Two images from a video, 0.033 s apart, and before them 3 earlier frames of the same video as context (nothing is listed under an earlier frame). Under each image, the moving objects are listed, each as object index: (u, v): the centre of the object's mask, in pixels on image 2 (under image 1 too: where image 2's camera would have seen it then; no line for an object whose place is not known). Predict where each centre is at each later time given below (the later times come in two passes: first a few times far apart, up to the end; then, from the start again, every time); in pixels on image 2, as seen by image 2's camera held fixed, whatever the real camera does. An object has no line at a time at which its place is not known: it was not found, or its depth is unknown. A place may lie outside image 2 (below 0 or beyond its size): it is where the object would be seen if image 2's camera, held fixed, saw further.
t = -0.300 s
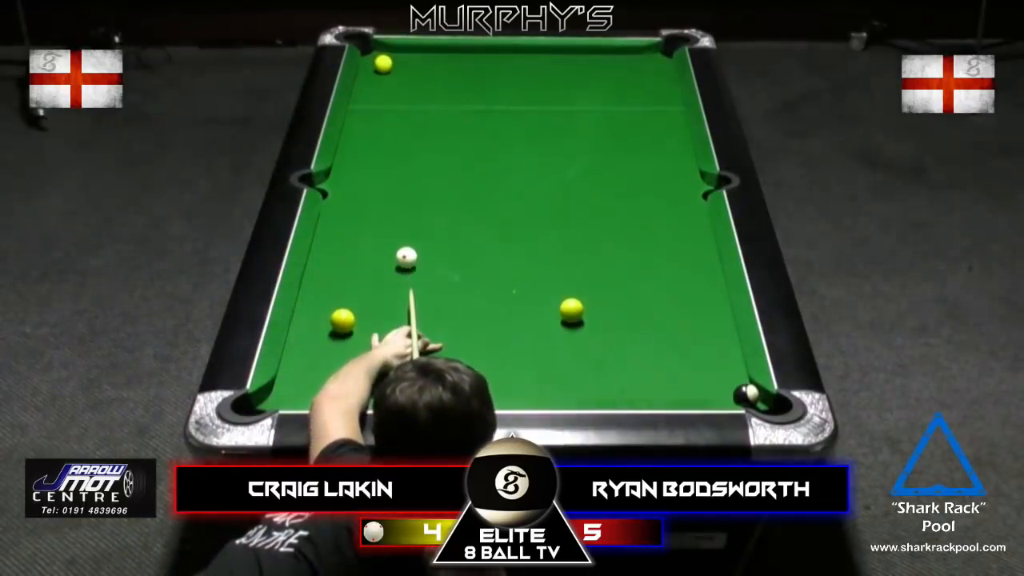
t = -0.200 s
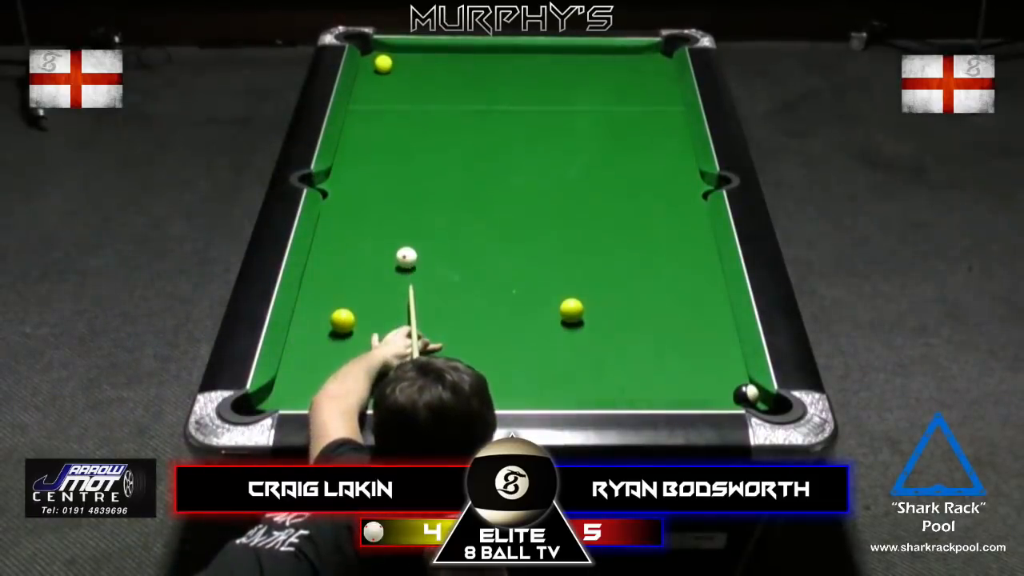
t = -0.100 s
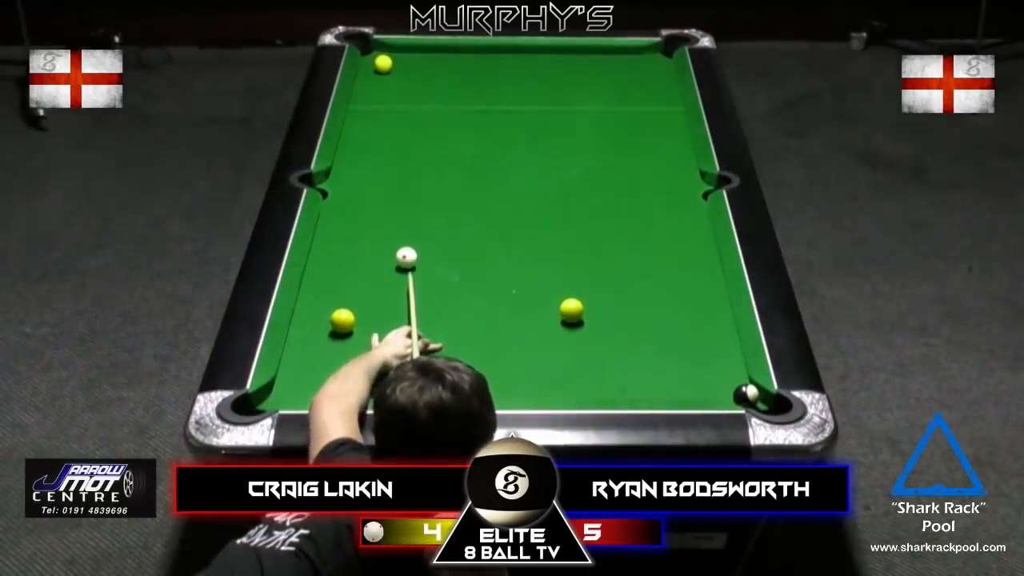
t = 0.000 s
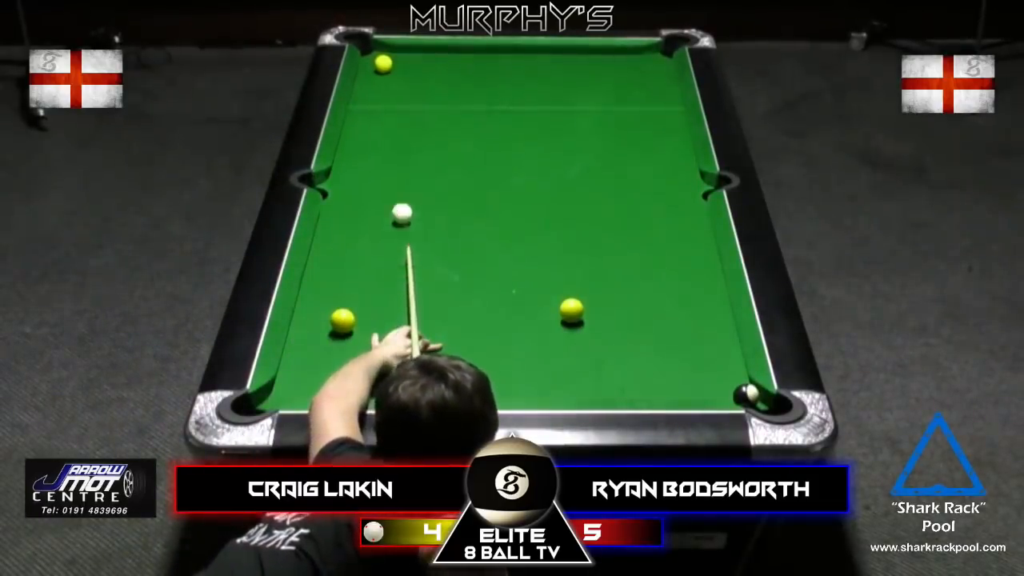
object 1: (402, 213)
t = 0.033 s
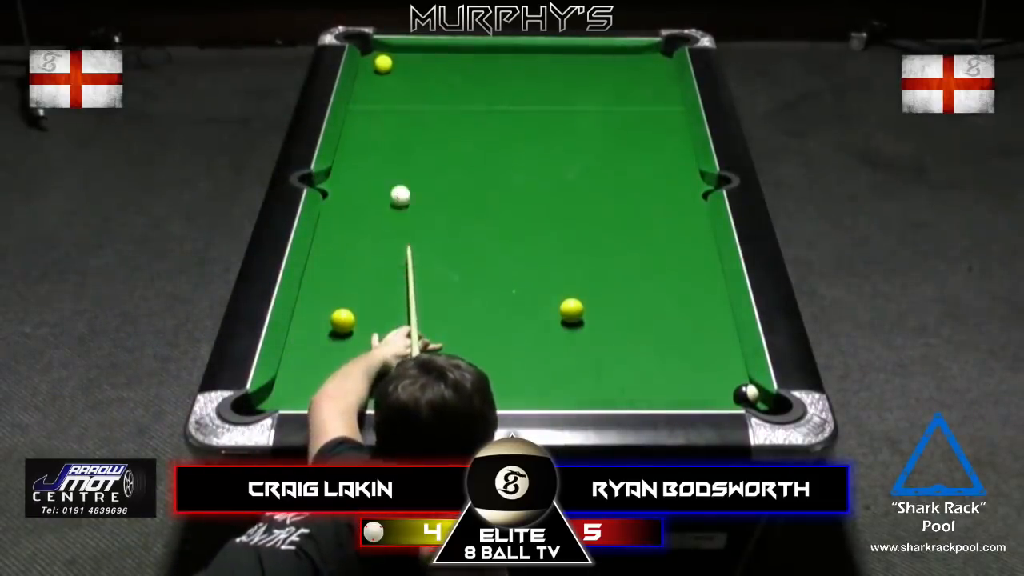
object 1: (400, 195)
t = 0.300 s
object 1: (393, 112)
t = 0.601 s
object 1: (427, 62)
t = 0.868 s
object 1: (472, 54)
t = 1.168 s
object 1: (525, 68)
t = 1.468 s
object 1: (580, 83)
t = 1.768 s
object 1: (629, 96)
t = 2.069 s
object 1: (671, 110)
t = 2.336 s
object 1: (649, 120)
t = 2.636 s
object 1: (620, 132)
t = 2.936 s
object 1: (596, 143)
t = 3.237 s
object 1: (570, 154)
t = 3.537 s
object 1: (548, 163)
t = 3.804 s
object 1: (528, 171)
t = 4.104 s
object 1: (508, 180)
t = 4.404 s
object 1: (490, 187)
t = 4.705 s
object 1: (474, 194)
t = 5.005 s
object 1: (461, 200)
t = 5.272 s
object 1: (450, 205)
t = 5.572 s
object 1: (442, 208)
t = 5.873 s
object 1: (435, 211)
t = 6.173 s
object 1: (430, 213)
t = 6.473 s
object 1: (428, 214)
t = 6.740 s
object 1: (428, 214)
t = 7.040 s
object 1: (428, 214)
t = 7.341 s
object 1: (428, 214)
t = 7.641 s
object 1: (428, 214)
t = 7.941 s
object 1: (428, 214)
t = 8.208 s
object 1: (428, 214)
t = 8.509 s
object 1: (428, 214)
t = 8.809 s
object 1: (428, 214)
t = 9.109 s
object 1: (428, 214)
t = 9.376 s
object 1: (428, 214)
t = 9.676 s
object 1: (428, 215)
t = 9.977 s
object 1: (428, 215)
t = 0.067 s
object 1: (399, 187)
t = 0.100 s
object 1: (398, 179)
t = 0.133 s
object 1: (397, 164)
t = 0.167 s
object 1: (396, 150)
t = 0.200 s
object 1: (395, 137)
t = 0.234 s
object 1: (394, 124)
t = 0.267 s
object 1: (393, 118)
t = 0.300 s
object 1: (393, 112)
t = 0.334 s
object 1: (392, 100)
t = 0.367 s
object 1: (391, 89)
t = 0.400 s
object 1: (390, 78)
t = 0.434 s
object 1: (392, 70)
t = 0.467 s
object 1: (397, 69)
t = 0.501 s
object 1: (401, 69)
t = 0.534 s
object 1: (410, 67)
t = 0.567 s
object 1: (419, 64)
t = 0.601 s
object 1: (427, 62)
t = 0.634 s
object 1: (434, 59)
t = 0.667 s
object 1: (437, 57)
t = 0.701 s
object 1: (441, 56)
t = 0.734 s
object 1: (447, 53)
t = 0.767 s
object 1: (454, 50)
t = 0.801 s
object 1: (461, 51)
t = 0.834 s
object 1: (468, 53)
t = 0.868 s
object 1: (472, 54)
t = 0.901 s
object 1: (475, 55)
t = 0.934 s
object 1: (482, 57)
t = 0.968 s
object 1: (489, 59)
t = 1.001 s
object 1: (496, 60)
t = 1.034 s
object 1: (503, 62)
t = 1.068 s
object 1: (507, 63)
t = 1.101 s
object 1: (510, 64)
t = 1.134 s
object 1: (518, 66)
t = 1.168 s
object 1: (525, 68)
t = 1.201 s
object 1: (531, 70)
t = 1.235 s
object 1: (539, 72)
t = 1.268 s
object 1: (542, 73)
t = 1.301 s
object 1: (546, 74)
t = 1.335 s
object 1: (552, 75)
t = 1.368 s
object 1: (559, 77)
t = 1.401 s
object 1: (566, 79)
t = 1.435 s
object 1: (573, 81)
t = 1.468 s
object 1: (580, 83)
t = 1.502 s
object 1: (584, 84)
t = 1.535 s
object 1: (587, 85)
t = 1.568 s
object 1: (594, 86)
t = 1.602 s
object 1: (601, 89)
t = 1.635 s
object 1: (608, 90)
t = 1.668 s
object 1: (615, 92)
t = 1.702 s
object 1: (619, 93)
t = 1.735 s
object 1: (622, 94)
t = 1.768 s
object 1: (629, 96)
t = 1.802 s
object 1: (636, 98)
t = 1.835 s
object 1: (643, 99)
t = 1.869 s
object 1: (650, 101)
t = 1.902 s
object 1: (653, 102)
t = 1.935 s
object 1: (657, 103)
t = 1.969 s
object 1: (663, 105)
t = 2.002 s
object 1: (670, 107)
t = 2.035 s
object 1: (676, 109)
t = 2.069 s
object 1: (671, 110)
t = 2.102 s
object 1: (669, 111)
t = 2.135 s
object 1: (667, 112)
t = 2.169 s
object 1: (664, 114)
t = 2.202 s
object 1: (660, 115)
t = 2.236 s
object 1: (656, 117)
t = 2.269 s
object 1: (653, 118)
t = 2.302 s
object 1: (651, 119)
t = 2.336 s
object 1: (649, 120)
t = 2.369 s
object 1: (645, 122)
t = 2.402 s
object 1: (642, 123)
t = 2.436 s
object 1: (638, 125)
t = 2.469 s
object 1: (634, 126)
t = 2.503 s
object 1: (633, 127)
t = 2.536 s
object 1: (631, 128)
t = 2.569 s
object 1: (628, 129)
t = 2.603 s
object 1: (624, 131)
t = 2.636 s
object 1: (620, 132)
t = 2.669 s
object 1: (617, 134)
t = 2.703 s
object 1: (615, 135)
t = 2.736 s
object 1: (613, 135)
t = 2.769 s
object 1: (610, 137)
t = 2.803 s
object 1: (606, 138)
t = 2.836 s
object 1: (603, 140)
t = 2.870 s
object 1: (599, 141)
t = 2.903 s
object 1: (598, 142)
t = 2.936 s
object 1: (596, 143)
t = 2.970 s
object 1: (593, 144)
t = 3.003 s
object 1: (589, 145)
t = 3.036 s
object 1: (586, 147)
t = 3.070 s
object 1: (583, 149)
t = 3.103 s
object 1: (581, 149)
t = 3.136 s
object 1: (579, 150)
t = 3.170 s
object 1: (576, 151)
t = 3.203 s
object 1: (573, 153)
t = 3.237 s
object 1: (570, 154)
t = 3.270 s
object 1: (566, 155)
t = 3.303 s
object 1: (565, 156)
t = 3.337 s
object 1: (563, 157)
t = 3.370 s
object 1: (560, 158)
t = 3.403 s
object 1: (557, 159)
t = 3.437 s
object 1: (554, 160)
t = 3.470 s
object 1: (551, 162)
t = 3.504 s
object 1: (549, 162)
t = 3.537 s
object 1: (548, 163)
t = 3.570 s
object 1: (545, 164)
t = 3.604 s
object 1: (542, 165)
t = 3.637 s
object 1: (539, 167)
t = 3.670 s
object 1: (536, 168)
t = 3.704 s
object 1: (535, 168)
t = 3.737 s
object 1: (533, 169)
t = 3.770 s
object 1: (530, 170)
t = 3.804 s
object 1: (528, 171)
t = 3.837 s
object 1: (525, 172)
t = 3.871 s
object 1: (522, 174)
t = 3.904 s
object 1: (521, 174)
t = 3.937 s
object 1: (520, 175)
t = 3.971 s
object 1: (517, 176)
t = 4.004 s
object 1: (514, 177)
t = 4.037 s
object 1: (512, 178)
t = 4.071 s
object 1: (509, 179)
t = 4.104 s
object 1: (508, 180)
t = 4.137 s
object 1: (507, 180)
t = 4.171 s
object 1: (504, 181)
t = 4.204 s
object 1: (502, 182)
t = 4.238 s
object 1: (499, 183)
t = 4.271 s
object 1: (497, 184)
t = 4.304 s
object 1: (496, 185)
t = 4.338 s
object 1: (495, 185)
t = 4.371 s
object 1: (492, 186)
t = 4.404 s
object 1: (490, 187)
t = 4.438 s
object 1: (488, 188)
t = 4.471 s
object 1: (486, 189)
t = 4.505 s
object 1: (485, 189)
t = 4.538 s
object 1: (484, 190)
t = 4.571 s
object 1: (482, 191)
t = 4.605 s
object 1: (480, 192)
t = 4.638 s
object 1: (478, 193)
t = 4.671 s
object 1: (476, 194)
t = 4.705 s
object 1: (474, 194)
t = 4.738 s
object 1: (473, 194)
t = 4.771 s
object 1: (471, 195)
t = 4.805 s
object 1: (470, 196)
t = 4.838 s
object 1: (468, 197)
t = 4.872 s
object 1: (466, 198)
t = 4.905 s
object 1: (465, 198)
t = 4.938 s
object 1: (464, 199)
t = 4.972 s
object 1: (463, 199)
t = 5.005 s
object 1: (461, 200)
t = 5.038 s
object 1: (459, 201)
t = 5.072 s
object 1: (458, 201)
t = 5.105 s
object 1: (457, 202)
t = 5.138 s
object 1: (456, 202)
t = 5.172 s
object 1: (455, 203)
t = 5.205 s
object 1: (453, 203)
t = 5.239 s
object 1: (452, 204)
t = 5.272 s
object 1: (450, 205)
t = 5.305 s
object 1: (450, 205)
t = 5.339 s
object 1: (449, 205)
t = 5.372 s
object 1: (448, 206)
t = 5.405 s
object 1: (446, 206)
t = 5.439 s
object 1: (445, 207)
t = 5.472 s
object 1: (444, 208)
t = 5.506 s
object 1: (443, 208)
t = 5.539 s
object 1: (443, 208)
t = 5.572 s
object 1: (442, 208)
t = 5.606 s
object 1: (441, 209)
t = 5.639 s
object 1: (440, 209)
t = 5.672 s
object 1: (439, 210)
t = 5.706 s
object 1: (438, 210)
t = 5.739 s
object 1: (438, 210)
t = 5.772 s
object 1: (437, 211)
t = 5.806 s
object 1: (436, 211)
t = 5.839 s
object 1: (435, 211)
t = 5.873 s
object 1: (435, 211)
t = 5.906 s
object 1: (434, 212)
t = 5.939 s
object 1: (434, 212)
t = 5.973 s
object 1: (433, 212)
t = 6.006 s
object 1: (433, 212)
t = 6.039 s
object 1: (432, 213)
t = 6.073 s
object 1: (432, 213)
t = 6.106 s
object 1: (431, 213)
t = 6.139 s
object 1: (431, 213)
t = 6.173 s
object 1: (430, 213)
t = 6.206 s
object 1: (430, 213)
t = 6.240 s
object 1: (430, 214)
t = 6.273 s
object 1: (429, 214)
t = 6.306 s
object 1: (429, 214)
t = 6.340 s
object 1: (429, 214)
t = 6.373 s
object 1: (429, 214)
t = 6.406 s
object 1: (429, 214)
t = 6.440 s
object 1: (428, 214)
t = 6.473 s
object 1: (428, 214)
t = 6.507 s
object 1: (428, 214)
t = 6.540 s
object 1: (428, 214)
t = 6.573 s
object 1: (428, 214)
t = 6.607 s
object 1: (428, 214)
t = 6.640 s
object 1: (428, 214)
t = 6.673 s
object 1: (428, 214)
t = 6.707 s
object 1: (428, 214)
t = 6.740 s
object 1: (428, 214)
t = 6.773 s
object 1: (428, 214)
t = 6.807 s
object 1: (428, 214)
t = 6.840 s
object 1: (428, 214)
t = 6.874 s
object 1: (428, 214)
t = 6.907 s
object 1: (428, 214)
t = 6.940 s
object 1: (428, 214)
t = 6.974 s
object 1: (428, 214)
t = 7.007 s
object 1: (428, 214)
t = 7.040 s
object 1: (428, 214)
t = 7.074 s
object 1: (428, 214)
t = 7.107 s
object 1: (428, 214)
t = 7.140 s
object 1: (428, 214)
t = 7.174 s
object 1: (428, 214)
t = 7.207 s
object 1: (428, 214)
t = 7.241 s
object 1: (428, 214)
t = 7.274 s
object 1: (428, 214)
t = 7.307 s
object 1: (428, 214)
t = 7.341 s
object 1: (428, 214)
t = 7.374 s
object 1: (428, 214)
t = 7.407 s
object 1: (428, 214)
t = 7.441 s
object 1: (428, 214)
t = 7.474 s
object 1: (428, 214)
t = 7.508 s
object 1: (428, 214)
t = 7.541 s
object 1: (428, 214)
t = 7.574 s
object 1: (428, 214)
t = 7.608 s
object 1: (428, 214)
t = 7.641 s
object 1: (428, 214)
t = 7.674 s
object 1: (428, 214)
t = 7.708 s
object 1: (428, 214)
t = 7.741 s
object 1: (428, 214)
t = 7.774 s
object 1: (428, 214)
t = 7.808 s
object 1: (428, 214)
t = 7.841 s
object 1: (428, 214)
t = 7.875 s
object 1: (428, 214)
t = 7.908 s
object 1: (428, 214)
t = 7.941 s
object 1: (428, 214)
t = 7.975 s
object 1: (428, 214)
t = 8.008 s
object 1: (428, 214)
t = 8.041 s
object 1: (428, 214)
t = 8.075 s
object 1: (428, 214)
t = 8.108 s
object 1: (428, 214)
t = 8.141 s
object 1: (428, 214)
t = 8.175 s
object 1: (428, 214)
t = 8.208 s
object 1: (428, 214)
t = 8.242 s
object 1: (428, 214)
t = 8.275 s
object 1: (428, 214)
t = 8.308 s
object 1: (428, 214)
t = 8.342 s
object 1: (428, 214)
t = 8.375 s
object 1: (428, 214)
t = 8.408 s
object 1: (428, 214)
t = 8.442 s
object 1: (428, 214)
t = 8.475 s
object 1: (428, 214)
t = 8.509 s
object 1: (428, 214)
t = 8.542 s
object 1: (428, 214)
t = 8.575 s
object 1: (428, 214)
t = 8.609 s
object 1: (428, 214)
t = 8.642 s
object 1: (428, 214)
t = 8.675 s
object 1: (428, 214)
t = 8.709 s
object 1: (428, 214)
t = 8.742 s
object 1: (428, 214)
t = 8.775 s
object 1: (428, 214)
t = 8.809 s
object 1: (428, 214)
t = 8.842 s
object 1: (428, 214)
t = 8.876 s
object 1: (428, 214)
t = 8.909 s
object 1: (428, 215)
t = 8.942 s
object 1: (428, 214)
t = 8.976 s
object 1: (428, 214)
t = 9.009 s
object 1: (428, 215)
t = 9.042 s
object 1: (428, 214)
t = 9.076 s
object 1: (428, 215)
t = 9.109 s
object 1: (428, 214)
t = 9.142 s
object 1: (428, 214)
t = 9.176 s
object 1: (428, 214)
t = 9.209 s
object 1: (428, 214)
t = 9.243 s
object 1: (428, 214)
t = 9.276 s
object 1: (428, 214)
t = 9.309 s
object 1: (428, 214)
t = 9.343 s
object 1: (428, 214)
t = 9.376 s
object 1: (428, 214)
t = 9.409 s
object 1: (428, 214)
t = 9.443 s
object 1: (428, 214)
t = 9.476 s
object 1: (428, 214)
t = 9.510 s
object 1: (428, 214)
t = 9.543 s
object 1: (428, 214)
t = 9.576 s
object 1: (428, 214)
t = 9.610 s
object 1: (428, 214)
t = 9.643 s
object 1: (428, 214)
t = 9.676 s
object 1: (428, 215)
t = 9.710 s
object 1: (428, 215)
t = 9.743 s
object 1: (428, 215)
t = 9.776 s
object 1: (428, 214)
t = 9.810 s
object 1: (428, 215)
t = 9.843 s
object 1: (428, 215)
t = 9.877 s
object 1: (428, 215)
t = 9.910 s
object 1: (428, 215)
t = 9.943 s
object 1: (428, 215)
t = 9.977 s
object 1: (428, 215)
